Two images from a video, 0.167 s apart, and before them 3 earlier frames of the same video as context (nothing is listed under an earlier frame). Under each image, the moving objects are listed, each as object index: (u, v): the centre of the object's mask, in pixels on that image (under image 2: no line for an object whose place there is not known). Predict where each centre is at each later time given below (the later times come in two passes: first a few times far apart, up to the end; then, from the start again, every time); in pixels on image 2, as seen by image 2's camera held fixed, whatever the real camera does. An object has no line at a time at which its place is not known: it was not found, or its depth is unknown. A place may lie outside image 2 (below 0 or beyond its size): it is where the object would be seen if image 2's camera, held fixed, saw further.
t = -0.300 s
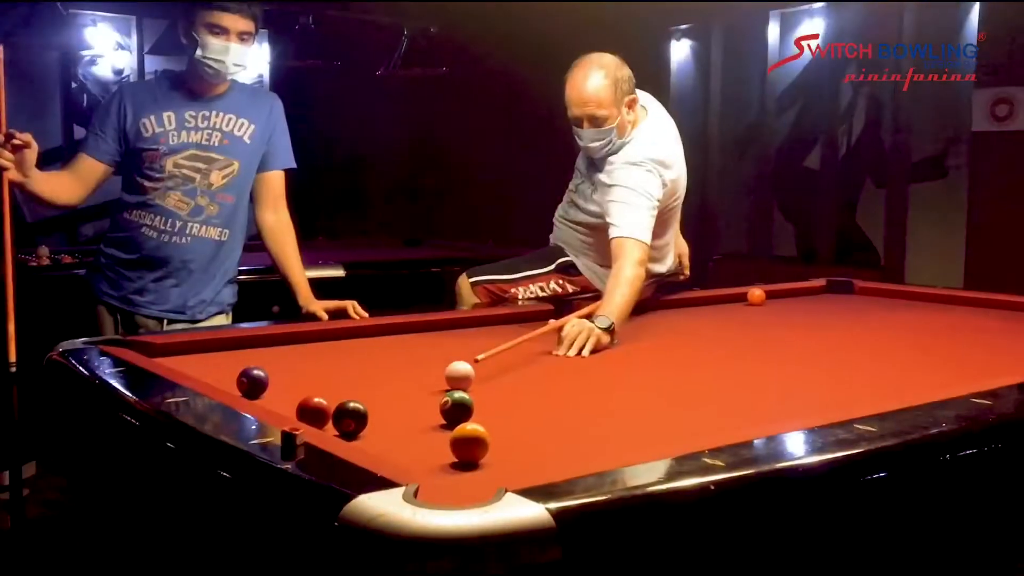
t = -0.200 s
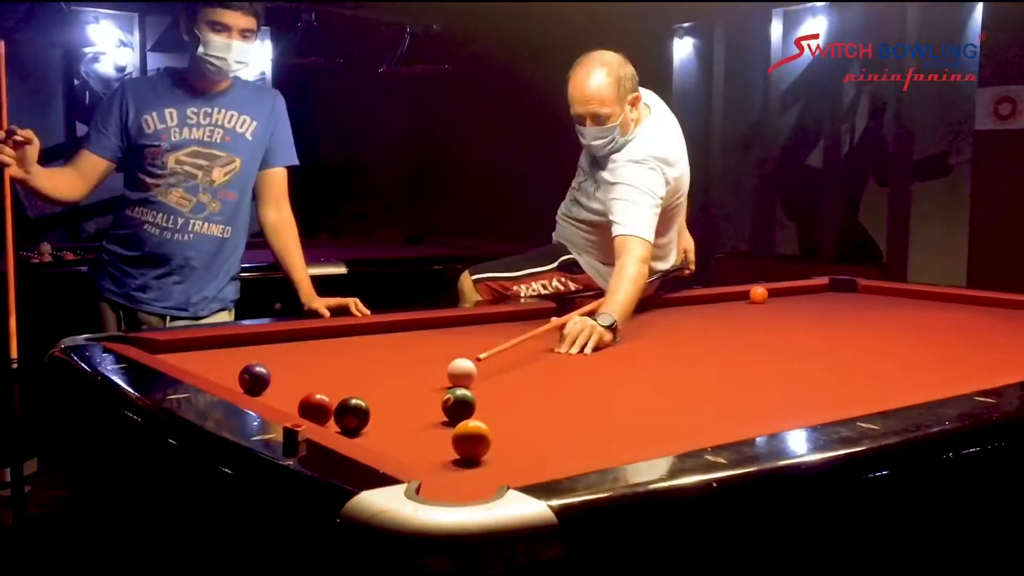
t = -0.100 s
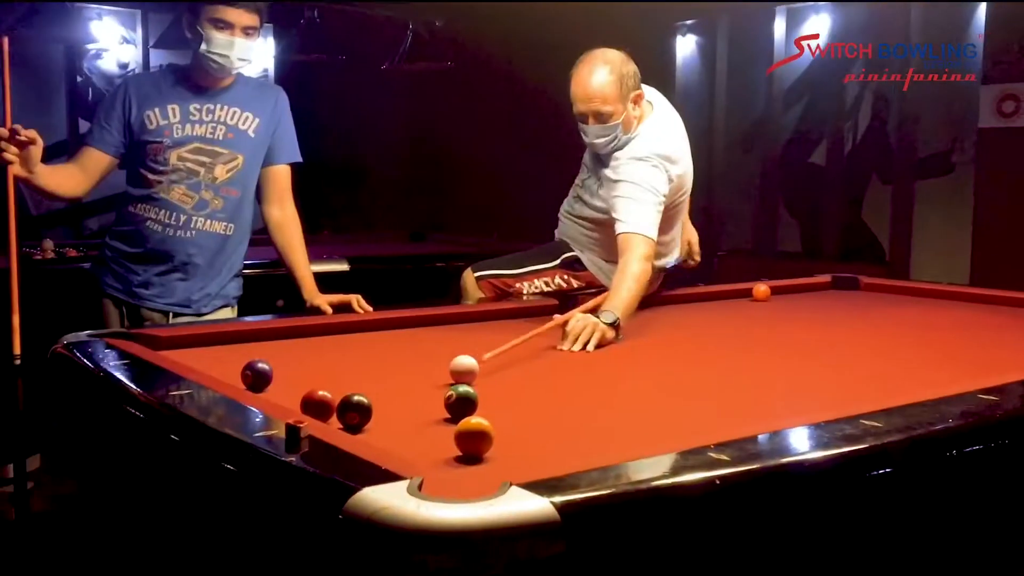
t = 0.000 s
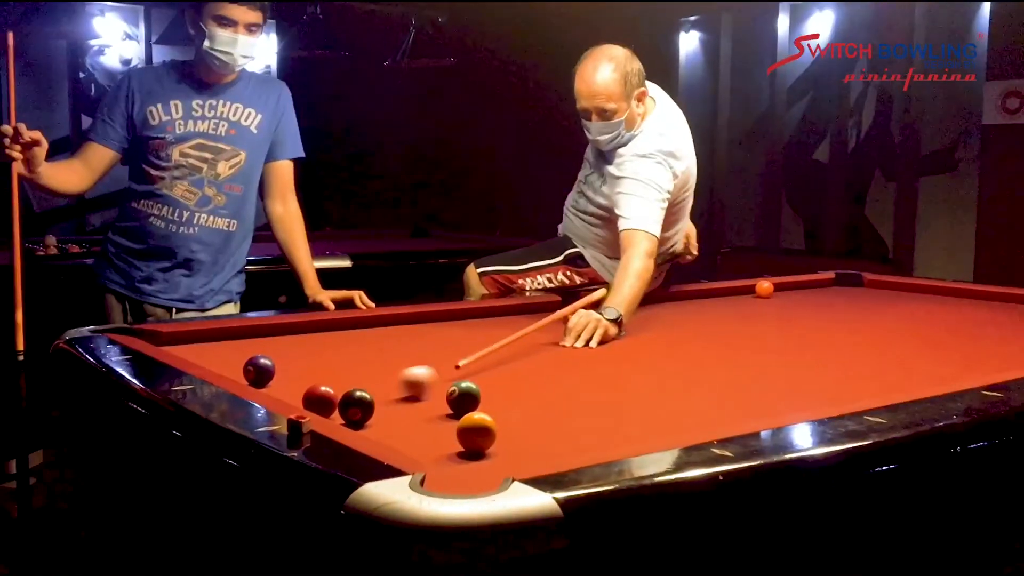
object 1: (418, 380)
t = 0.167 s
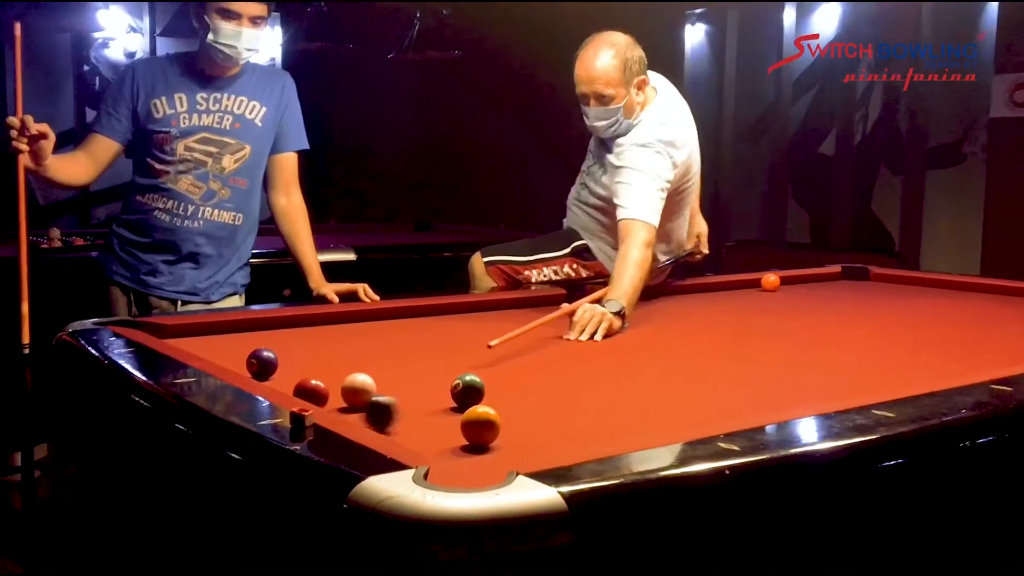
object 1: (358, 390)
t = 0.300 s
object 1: (356, 388)
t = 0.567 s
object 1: (352, 384)
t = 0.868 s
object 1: (357, 380)
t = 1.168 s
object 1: (363, 377)
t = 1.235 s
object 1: (365, 376)
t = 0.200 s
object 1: (357, 389)
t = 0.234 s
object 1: (357, 389)
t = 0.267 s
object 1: (356, 388)
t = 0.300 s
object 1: (356, 388)
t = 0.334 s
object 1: (355, 387)
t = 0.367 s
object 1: (355, 387)
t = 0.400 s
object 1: (354, 386)
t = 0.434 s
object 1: (354, 386)
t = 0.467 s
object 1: (353, 385)
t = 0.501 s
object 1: (353, 385)
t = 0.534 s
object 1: (352, 385)
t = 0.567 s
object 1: (352, 384)
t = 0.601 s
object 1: (351, 384)
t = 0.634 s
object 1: (351, 383)
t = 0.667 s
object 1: (352, 383)
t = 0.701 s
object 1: (353, 382)
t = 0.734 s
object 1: (354, 382)
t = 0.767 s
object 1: (354, 382)
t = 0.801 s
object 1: (355, 381)
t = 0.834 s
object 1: (356, 381)
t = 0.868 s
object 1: (357, 380)
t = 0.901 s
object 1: (358, 380)
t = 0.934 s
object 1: (359, 379)
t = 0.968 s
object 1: (359, 379)
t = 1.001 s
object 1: (360, 379)
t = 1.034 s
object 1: (361, 378)
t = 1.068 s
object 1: (361, 378)
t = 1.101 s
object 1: (362, 378)
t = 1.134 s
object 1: (363, 377)
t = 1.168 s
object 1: (363, 377)
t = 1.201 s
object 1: (364, 377)
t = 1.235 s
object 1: (365, 376)
